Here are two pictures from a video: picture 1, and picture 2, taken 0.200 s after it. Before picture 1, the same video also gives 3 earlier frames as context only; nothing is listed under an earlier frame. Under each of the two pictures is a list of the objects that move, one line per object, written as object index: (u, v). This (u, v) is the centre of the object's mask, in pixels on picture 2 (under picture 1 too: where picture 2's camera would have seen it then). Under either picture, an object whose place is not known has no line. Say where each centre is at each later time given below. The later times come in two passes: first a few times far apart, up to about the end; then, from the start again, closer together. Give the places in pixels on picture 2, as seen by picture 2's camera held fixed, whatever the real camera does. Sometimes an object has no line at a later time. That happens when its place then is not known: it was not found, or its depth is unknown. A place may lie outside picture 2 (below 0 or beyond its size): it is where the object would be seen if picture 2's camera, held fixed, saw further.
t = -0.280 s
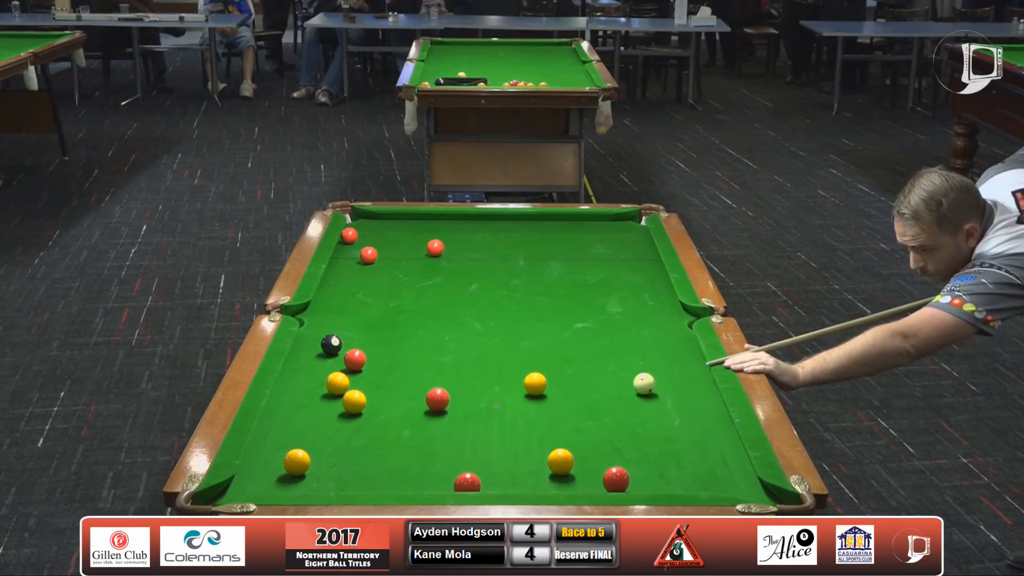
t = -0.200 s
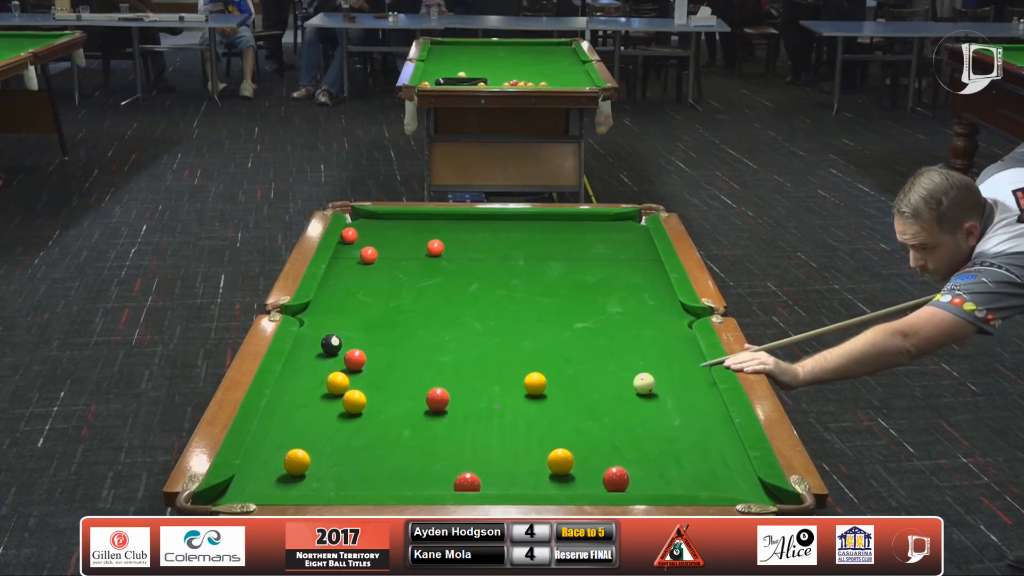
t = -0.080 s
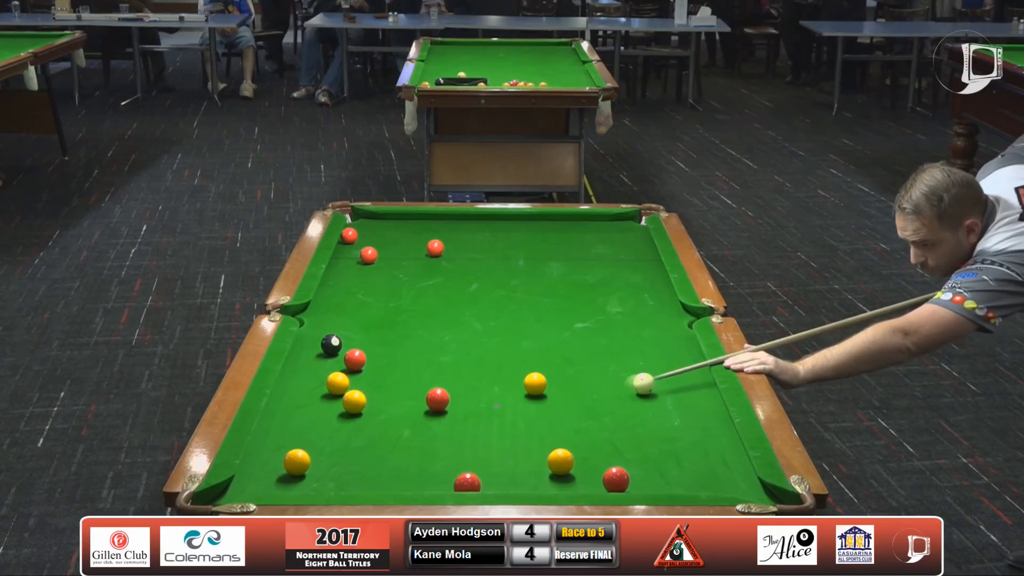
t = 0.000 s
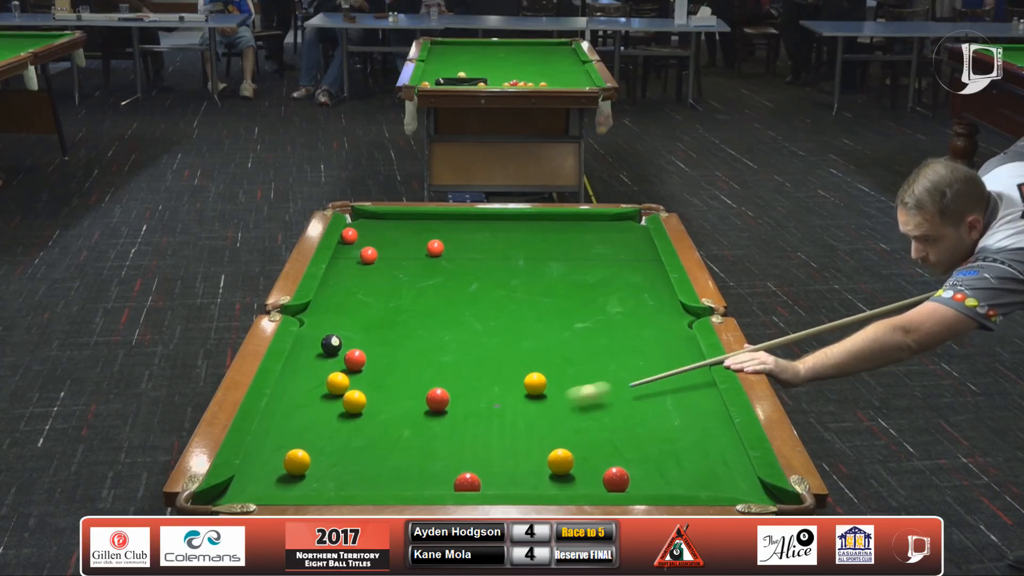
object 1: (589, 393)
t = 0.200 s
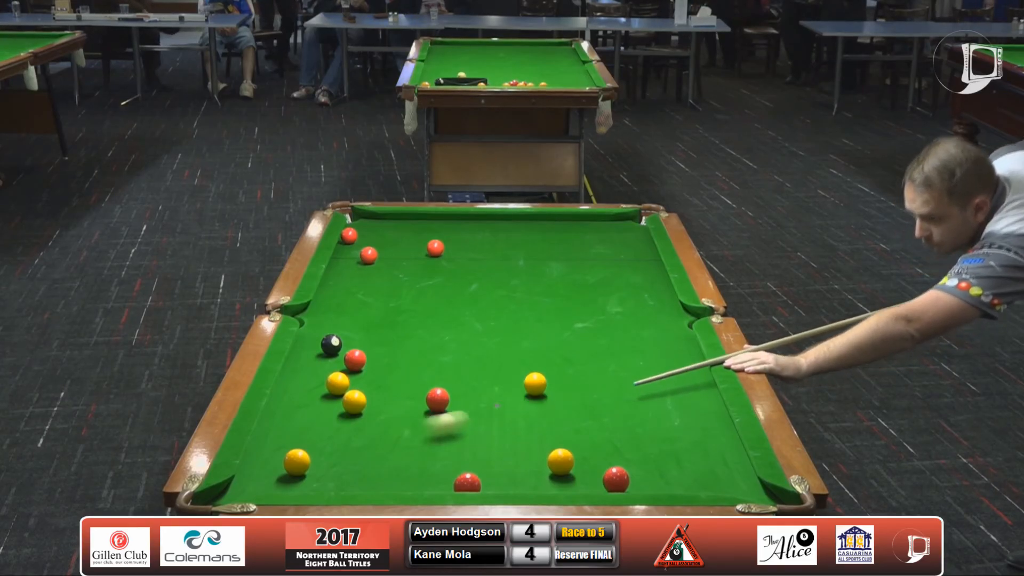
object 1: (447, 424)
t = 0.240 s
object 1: (416, 430)
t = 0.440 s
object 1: (283, 447)
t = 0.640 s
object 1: (312, 440)
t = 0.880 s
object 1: (380, 432)
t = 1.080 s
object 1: (431, 426)
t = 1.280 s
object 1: (480, 420)
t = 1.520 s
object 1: (533, 414)
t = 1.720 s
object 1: (574, 409)
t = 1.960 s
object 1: (620, 404)
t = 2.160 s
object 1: (655, 400)
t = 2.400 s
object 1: (694, 396)
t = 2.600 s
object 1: (700, 393)
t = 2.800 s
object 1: (681, 391)
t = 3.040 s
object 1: (662, 389)
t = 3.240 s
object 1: (648, 387)
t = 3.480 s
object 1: (634, 385)
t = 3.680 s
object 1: (624, 384)
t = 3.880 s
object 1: (617, 383)
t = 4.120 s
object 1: (610, 382)
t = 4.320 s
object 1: (607, 381)
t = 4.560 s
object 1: (606, 381)
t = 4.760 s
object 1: (606, 381)
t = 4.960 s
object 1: (606, 381)
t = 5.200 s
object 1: (606, 381)
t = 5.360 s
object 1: (606, 382)
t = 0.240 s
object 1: (416, 430)
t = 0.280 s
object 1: (387, 436)
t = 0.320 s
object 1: (356, 443)
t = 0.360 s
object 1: (326, 448)
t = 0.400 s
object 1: (302, 447)
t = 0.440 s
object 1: (283, 447)
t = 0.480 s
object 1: (266, 445)
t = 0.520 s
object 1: (273, 443)
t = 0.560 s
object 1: (288, 442)
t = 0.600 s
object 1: (300, 440)
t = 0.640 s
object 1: (312, 440)
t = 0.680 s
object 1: (324, 438)
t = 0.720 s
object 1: (335, 437)
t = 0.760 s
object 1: (347, 435)
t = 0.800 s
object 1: (358, 434)
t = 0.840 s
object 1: (369, 432)
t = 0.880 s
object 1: (380, 432)
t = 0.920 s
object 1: (391, 430)
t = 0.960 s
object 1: (401, 429)
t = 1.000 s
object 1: (411, 428)
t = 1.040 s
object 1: (421, 427)
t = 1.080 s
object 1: (431, 426)
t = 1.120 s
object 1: (442, 424)
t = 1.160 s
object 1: (452, 424)
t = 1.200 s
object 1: (461, 422)
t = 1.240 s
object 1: (471, 421)
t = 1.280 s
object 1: (480, 420)
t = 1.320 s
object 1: (489, 419)
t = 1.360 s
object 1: (498, 418)
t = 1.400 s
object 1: (507, 417)
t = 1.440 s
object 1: (516, 416)
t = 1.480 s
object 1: (525, 415)
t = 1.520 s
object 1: (533, 414)
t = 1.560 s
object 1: (542, 413)
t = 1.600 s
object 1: (550, 412)
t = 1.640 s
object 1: (558, 411)
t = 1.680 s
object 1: (566, 410)
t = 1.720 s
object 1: (574, 409)
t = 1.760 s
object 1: (582, 408)
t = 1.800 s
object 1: (590, 408)
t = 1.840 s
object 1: (598, 406)
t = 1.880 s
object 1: (605, 406)
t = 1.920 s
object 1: (613, 405)
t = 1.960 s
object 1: (620, 404)
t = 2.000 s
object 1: (627, 403)
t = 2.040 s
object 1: (634, 402)
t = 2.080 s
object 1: (641, 401)
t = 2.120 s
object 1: (648, 401)
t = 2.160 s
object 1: (655, 400)
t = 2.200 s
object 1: (662, 400)
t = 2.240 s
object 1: (668, 399)
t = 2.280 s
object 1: (675, 399)
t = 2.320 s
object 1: (681, 398)
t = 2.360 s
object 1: (687, 397)
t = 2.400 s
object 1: (694, 396)
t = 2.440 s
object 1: (700, 395)
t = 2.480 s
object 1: (706, 395)
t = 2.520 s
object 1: (708, 394)
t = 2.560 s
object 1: (704, 394)
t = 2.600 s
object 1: (700, 393)
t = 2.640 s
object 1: (696, 393)
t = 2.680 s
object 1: (692, 392)
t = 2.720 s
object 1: (689, 392)
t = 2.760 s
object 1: (685, 391)
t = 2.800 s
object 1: (681, 391)
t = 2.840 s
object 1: (678, 390)
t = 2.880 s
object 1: (674, 390)
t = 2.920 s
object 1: (671, 389)
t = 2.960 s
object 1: (668, 389)
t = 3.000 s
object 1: (665, 389)
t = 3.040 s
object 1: (662, 389)
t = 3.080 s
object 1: (659, 388)
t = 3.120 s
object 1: (656, 388)
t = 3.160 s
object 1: (653, 387)
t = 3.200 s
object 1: (650, 387)
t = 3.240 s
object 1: (648, 387)
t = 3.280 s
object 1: (645, 386)
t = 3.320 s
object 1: (643, 386)
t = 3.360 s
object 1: (640, 386)
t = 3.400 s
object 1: (638, 385)
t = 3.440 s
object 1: (636, 385)
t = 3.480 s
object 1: (634, 385)
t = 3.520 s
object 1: (632, 384)
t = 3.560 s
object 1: (630, 384)
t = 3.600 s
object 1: (628, 384)
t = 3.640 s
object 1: (626, 384)
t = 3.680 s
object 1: (624, 384)
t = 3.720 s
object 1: (623, 383)
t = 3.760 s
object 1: (621, 383)
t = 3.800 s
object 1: (620, 383)
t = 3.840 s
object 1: (618, 383)
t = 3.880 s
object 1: (617, 383)
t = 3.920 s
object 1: (616, 382)
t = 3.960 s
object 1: (615, 382)
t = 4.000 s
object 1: (613, 382)
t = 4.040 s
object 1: (612, 382)
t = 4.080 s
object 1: (611, 382)
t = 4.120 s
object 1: (610, 382)
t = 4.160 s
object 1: (609, 382)
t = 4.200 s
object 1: (609, 382)
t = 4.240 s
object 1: (608, 382)
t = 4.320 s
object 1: (607, 381)
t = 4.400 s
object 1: (606, 382)
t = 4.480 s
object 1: (606, 381)
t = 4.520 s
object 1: (606, 382)
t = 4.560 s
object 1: (606, 381)
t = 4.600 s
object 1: (606, 381)
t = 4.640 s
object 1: (606, 381)
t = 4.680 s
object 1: (606, 381)
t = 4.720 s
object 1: (606, 381)
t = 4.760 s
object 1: (606, 381)
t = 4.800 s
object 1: (606, 381)
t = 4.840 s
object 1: (606, 381)
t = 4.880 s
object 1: (606, 381)
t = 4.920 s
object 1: (606, 381)
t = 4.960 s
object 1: (606, 381)
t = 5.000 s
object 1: (606, 381)
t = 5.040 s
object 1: (606, 381)
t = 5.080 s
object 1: (606, 381)
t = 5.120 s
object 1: (606, 381)
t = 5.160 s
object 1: (606, 381)
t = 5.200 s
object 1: (606, 381)
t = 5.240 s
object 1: (606, 381)
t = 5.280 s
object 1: (606, 381)
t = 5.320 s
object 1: (606, 381)
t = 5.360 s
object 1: (606, 382)
